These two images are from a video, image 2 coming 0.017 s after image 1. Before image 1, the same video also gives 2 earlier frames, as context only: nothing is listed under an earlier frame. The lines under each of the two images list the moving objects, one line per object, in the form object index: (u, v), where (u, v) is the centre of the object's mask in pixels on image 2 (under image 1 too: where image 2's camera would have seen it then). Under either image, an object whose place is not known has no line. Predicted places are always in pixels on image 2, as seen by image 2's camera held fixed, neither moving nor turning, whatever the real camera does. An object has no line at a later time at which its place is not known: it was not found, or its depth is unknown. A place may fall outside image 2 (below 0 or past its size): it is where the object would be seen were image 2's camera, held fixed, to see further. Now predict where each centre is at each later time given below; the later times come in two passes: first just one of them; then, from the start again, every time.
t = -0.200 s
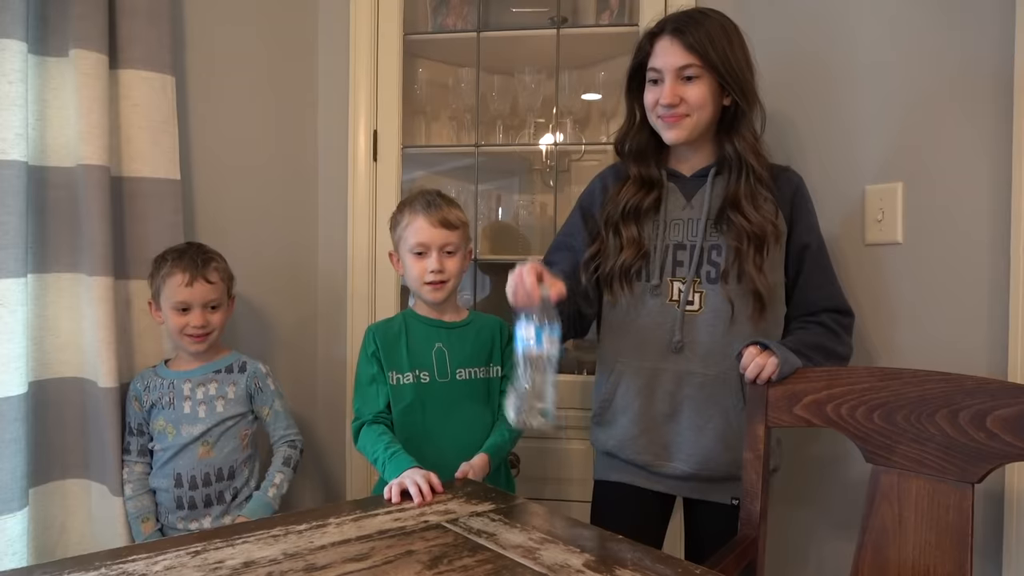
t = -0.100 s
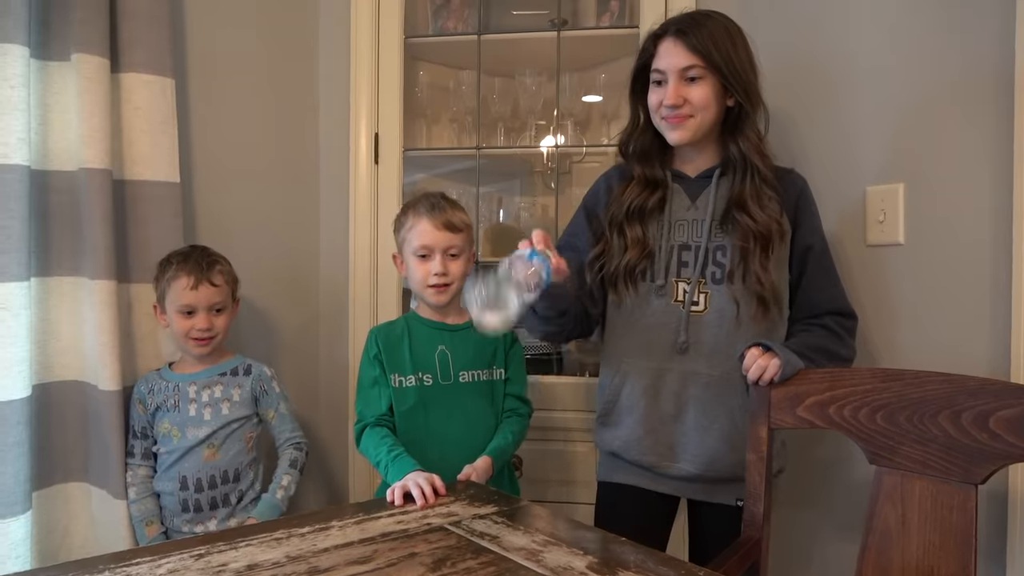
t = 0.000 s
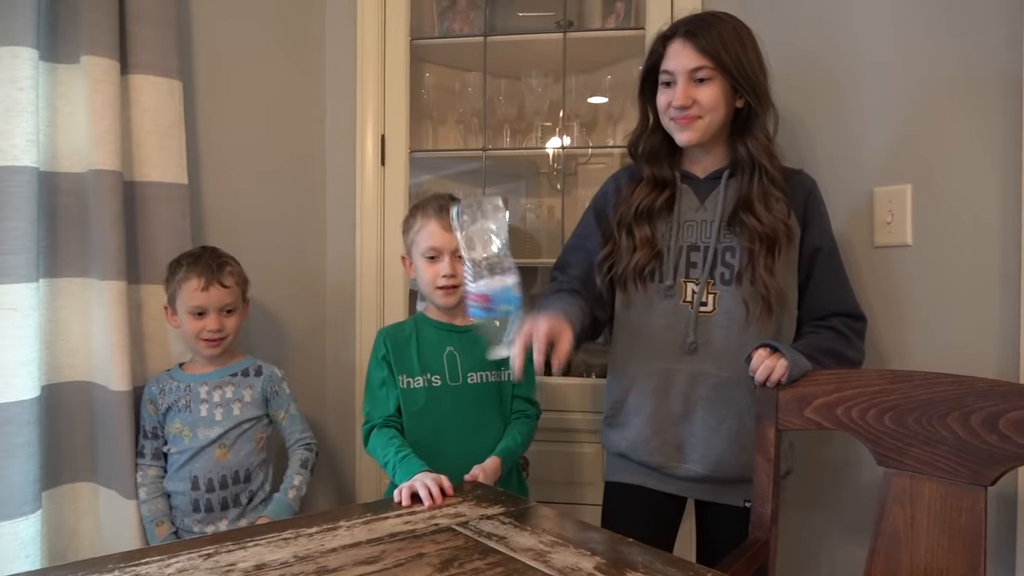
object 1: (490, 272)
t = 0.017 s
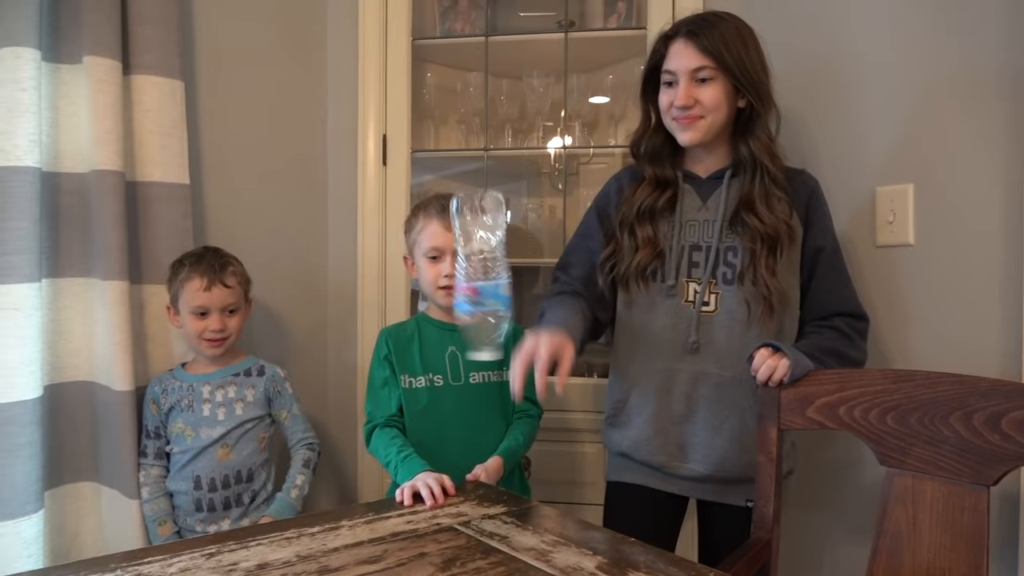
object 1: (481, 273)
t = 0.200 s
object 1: (413, 309)
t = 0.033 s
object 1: (471, 271)
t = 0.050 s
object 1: (460, 267)
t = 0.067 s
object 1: (451, 261)
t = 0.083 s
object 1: (442, 256)
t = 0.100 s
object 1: (436, 253)
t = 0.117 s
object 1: (430, 253)
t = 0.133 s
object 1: (425, 256)
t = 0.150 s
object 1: (423, 265)
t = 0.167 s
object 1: (417, 273)
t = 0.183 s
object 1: (416, 289)
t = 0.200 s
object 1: (413, 309)
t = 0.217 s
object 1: (412, 334)
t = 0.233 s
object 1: (409, 363)
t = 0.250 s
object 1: (405, 392)
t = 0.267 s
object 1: (403, 429)
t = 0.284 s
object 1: (399, 474)
